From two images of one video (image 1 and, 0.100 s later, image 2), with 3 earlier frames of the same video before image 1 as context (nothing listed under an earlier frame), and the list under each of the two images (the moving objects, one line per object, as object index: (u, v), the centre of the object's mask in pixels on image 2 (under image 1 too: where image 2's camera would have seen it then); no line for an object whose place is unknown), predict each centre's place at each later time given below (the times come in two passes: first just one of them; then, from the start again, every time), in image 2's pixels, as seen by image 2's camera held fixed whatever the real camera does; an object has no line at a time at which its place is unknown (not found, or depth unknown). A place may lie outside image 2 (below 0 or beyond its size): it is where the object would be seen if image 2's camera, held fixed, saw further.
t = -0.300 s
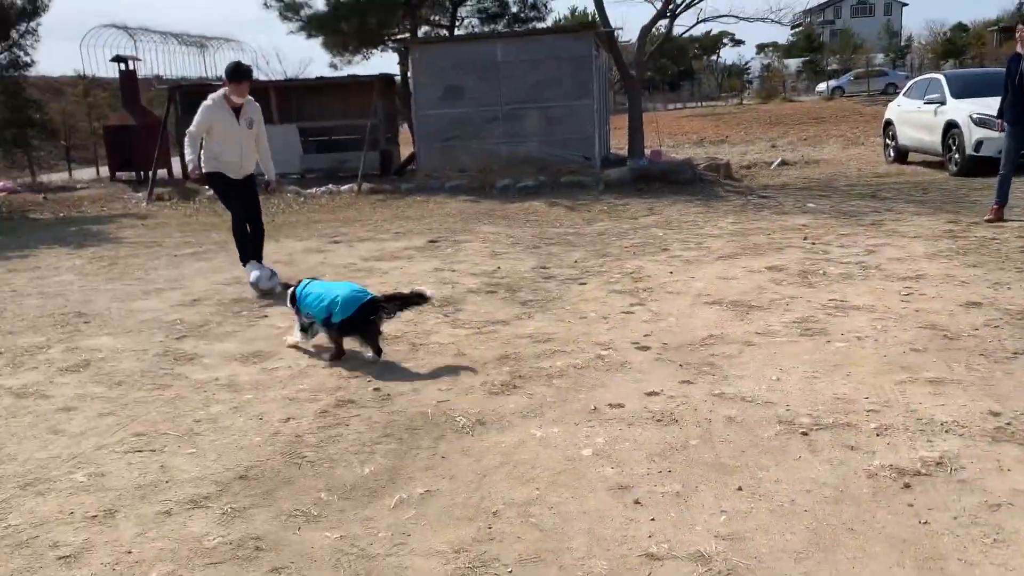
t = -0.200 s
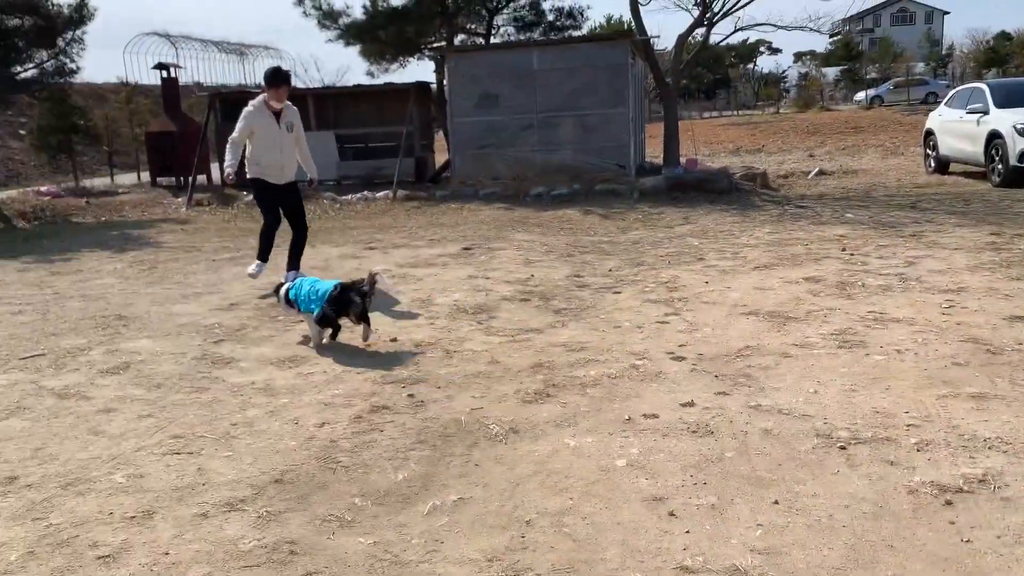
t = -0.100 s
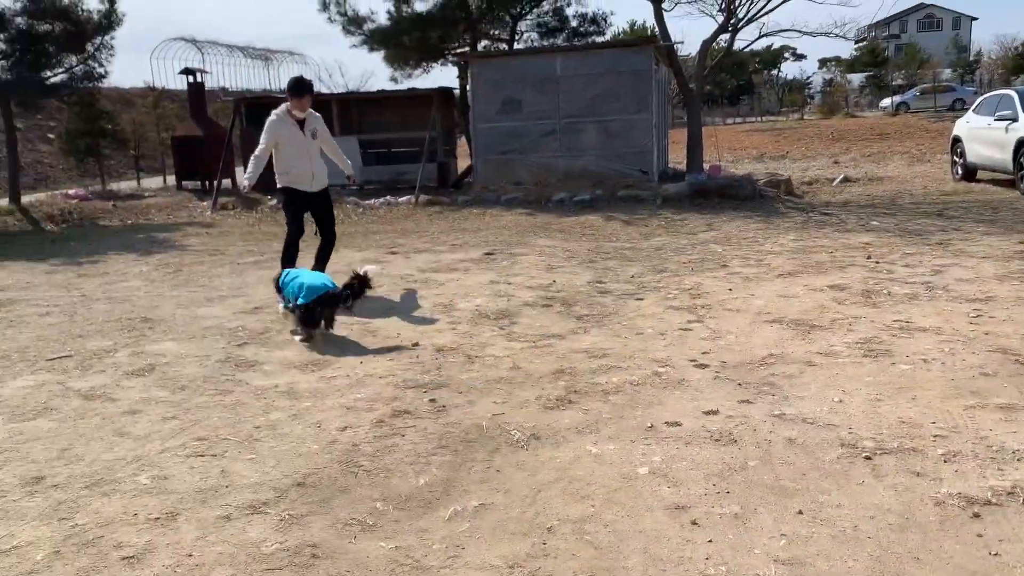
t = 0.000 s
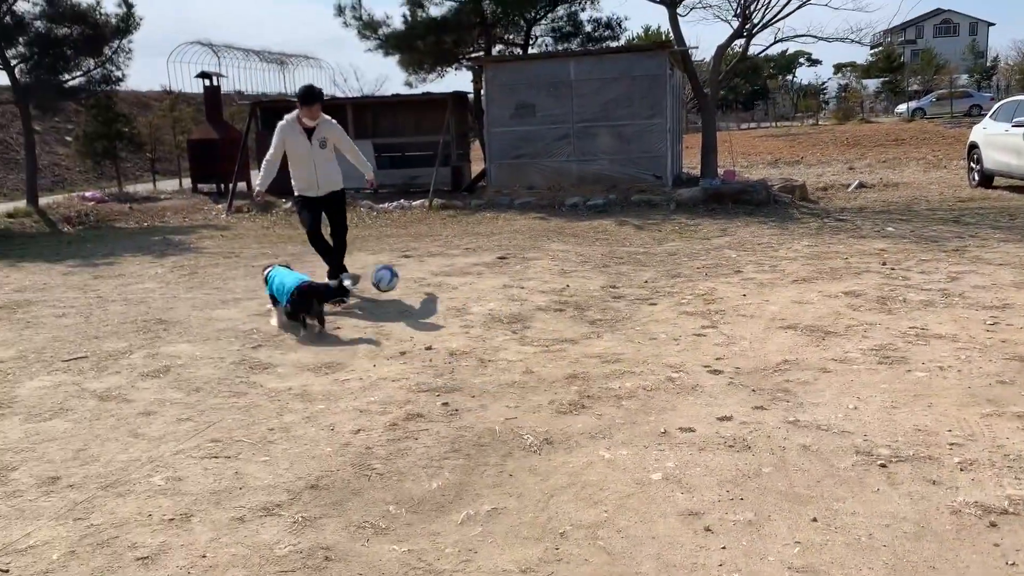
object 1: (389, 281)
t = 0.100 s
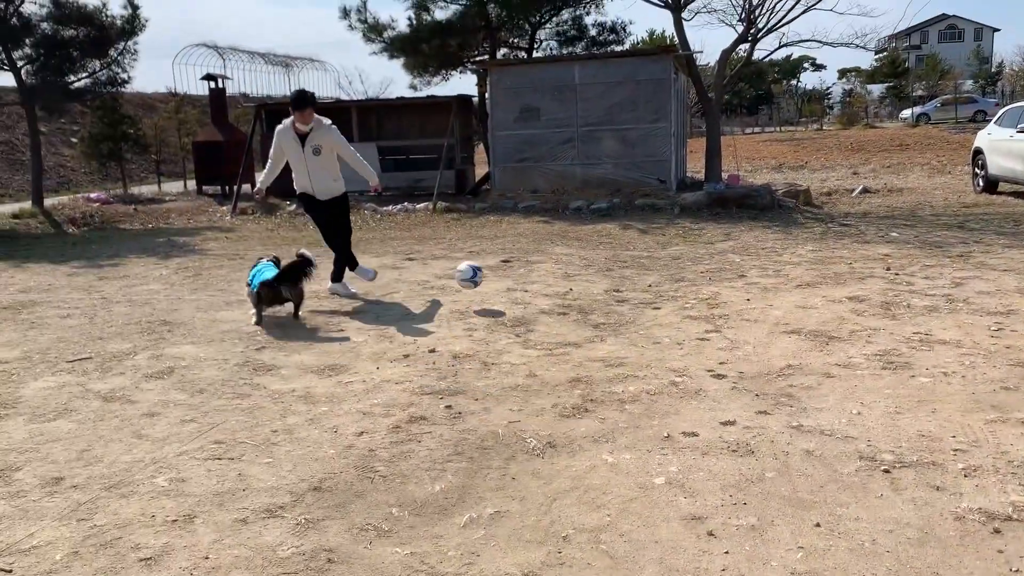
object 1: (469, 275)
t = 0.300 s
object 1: (640, 301)
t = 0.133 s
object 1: (497, 275)
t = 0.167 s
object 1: (525, 278)
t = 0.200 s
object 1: (553, 281)
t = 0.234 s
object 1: (581, 286)
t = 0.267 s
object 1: (610, 293)
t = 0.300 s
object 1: (640, 301)
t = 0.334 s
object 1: (664, 299)
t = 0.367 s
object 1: (686, 292)
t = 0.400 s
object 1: (706, 288)
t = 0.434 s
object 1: (726, 284)
